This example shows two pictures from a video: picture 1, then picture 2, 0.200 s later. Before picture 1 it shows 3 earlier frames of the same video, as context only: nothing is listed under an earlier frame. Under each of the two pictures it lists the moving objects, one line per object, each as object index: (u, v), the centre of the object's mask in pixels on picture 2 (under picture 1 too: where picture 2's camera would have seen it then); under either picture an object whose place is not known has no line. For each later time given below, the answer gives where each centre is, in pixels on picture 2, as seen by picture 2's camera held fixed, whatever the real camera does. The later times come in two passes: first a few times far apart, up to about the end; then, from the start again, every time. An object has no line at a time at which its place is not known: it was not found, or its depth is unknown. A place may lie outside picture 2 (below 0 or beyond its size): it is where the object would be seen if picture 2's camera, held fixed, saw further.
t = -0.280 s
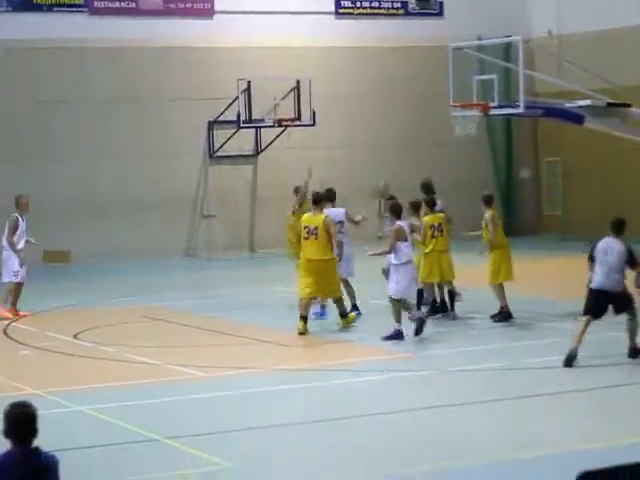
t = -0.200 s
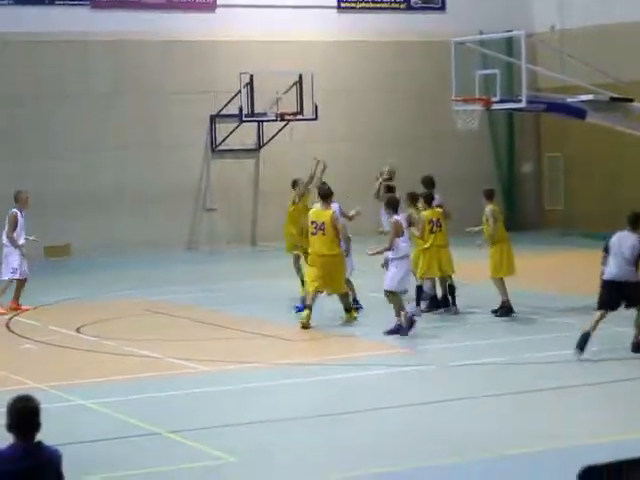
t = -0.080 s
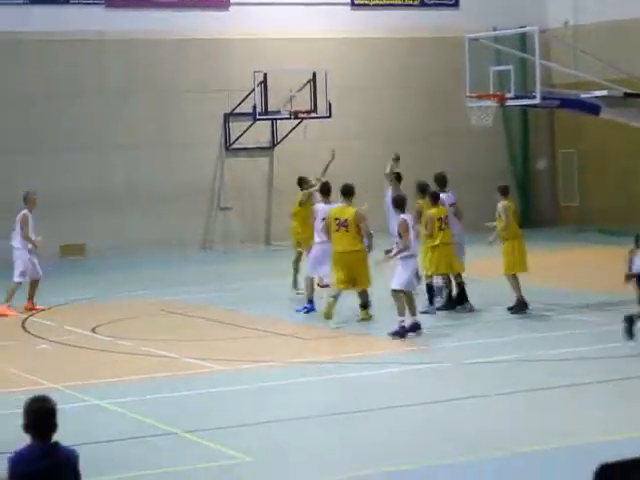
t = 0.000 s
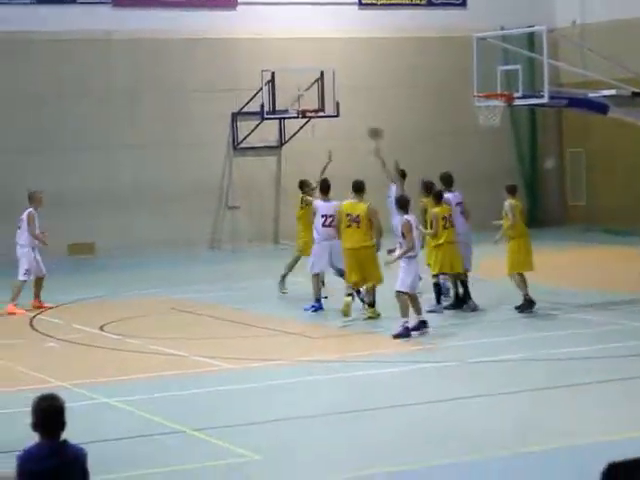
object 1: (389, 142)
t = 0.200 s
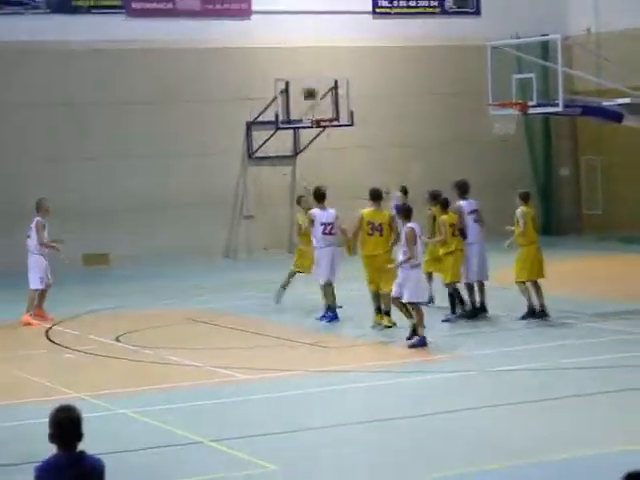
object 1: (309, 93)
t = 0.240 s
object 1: (291, 87)
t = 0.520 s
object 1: (185, 72)
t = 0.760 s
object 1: (96, 99)
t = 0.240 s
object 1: (291, 87)
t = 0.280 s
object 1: (277, 81)
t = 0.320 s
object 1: (262, 77)
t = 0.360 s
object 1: (247, 75)
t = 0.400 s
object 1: (231, 73)
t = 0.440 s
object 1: (216, 70)
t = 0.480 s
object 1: (201, 72)
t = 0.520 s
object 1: (185, 72)
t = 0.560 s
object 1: (170, 75)
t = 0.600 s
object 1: (154, 76)
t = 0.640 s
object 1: (139, 80)
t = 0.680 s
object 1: (125, 85)
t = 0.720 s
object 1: (110, 91)
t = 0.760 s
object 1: (96, 99)
